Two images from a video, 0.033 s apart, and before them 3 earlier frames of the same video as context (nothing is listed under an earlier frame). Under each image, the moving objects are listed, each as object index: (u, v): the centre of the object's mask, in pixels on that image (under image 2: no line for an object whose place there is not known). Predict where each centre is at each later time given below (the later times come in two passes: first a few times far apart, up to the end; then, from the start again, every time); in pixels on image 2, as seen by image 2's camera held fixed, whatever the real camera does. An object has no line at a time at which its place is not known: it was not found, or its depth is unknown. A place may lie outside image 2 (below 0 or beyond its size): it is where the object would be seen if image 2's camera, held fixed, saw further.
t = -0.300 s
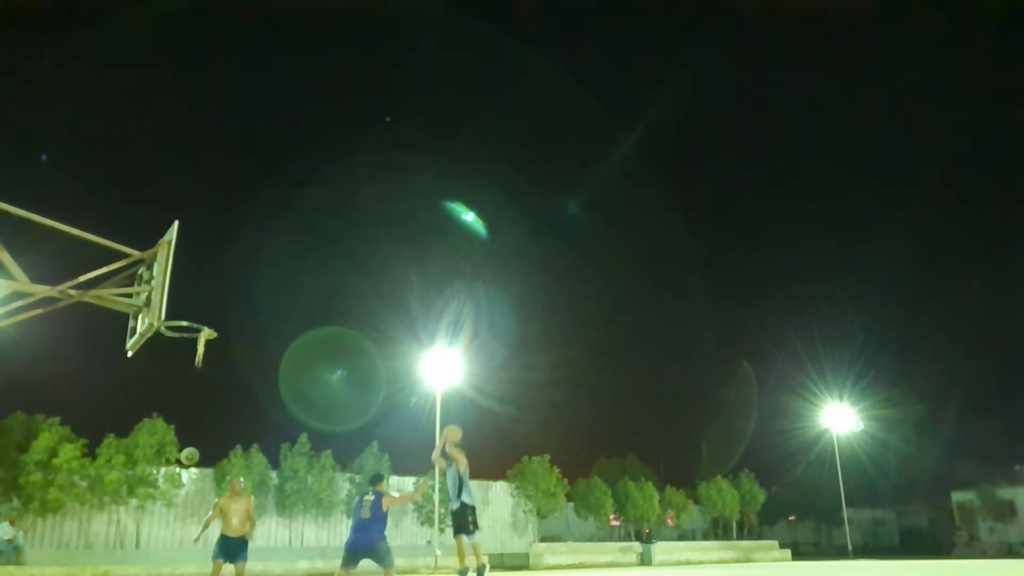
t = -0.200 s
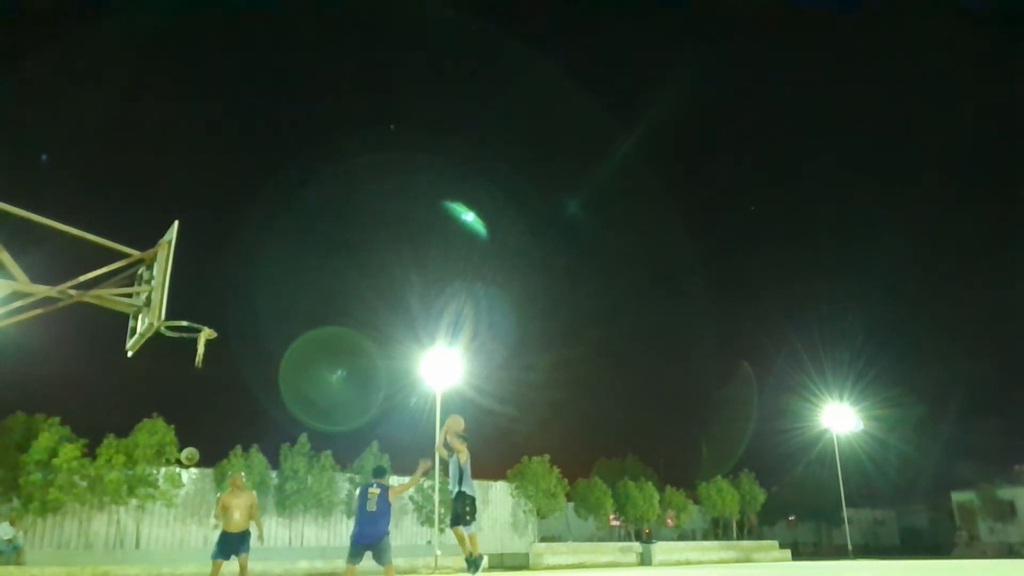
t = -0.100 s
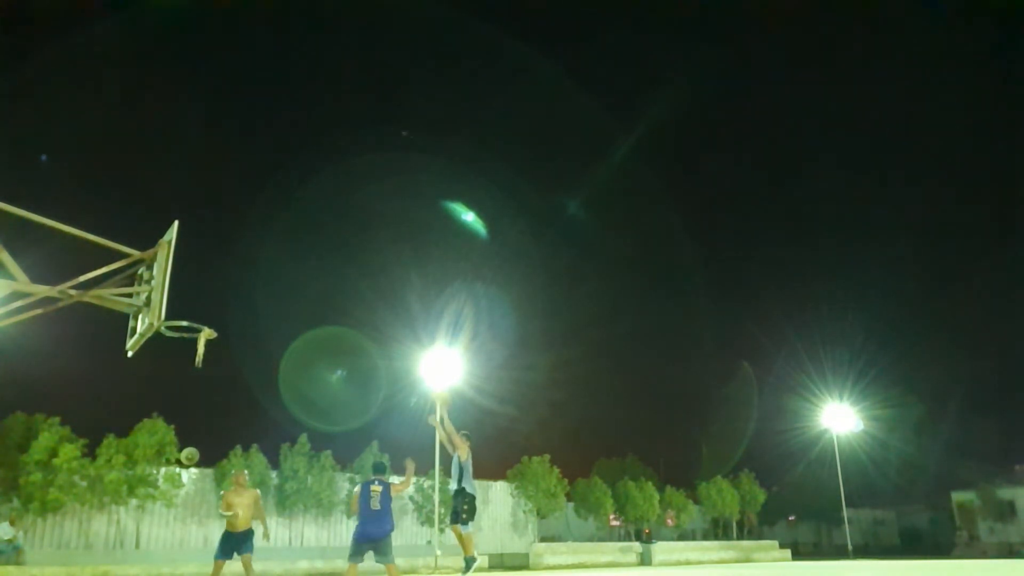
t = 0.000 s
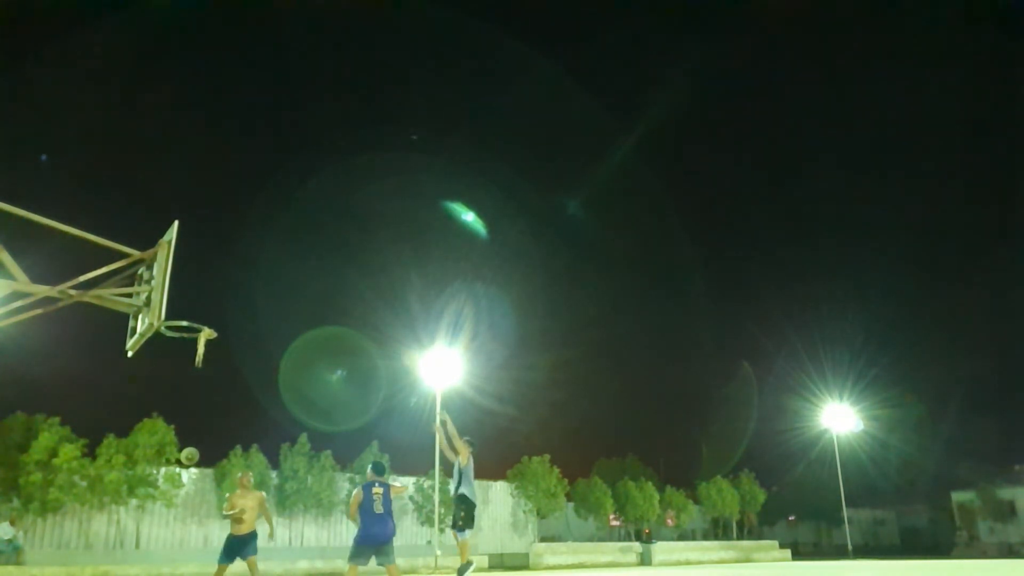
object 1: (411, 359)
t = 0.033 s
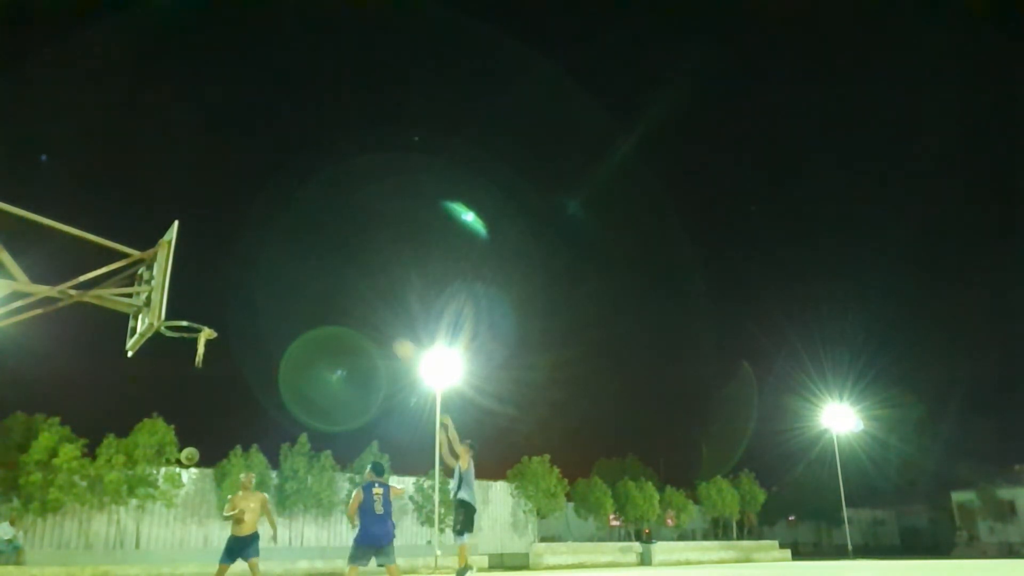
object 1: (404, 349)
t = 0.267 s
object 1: (340, 300)
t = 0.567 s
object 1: (246, 292)
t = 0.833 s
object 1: (186, 343)
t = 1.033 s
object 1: (235, 413)
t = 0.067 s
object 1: (395, 340)
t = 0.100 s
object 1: (386, 332)
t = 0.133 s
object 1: (377, 324)
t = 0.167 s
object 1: (368, 317)
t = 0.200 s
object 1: (358, 311)
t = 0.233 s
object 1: (349, 305)
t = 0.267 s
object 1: (340, 300)
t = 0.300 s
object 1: (330, 296)
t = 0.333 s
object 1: (320, 293)
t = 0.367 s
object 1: (310, 290)
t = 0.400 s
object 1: (300, 289)
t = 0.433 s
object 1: (289, 287)
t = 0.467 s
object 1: (279, 287)
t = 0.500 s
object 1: (268, 288)
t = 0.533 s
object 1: (257, 290)
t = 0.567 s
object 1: (246, 292)
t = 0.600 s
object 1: (235, 295)
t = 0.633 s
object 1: (223, 300)
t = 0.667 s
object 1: (211, 305)
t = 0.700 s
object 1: (199, 311)
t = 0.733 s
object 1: (189, 315)
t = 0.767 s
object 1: (175, 328)
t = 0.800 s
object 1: (179, 336)
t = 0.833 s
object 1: (186, 343)
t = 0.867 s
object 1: (195, 353)
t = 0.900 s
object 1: (204, 364)
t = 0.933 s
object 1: (211, 373)
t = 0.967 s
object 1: (220, 386)
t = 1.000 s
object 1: (227, 399)
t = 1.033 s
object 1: (235, 413)
